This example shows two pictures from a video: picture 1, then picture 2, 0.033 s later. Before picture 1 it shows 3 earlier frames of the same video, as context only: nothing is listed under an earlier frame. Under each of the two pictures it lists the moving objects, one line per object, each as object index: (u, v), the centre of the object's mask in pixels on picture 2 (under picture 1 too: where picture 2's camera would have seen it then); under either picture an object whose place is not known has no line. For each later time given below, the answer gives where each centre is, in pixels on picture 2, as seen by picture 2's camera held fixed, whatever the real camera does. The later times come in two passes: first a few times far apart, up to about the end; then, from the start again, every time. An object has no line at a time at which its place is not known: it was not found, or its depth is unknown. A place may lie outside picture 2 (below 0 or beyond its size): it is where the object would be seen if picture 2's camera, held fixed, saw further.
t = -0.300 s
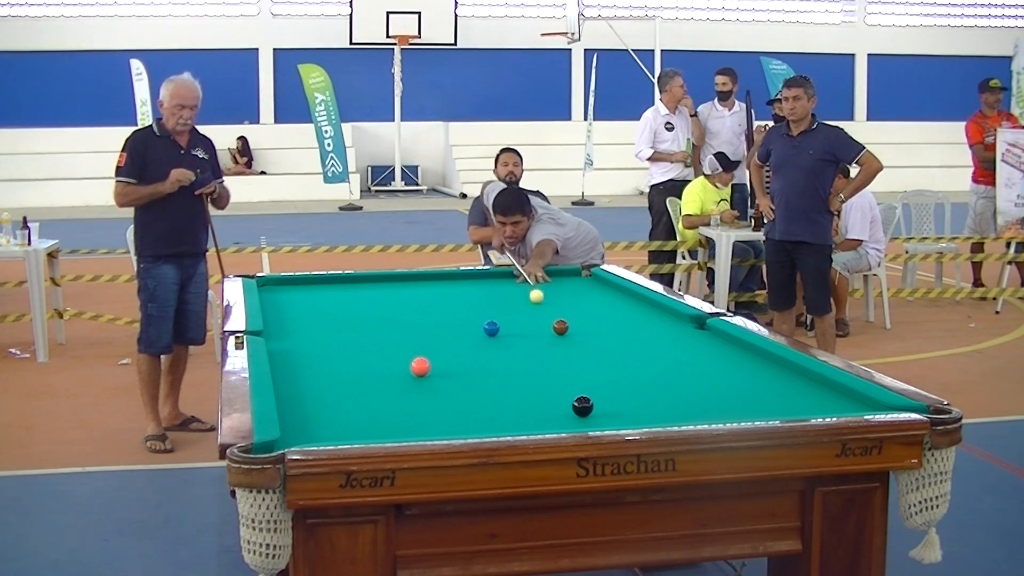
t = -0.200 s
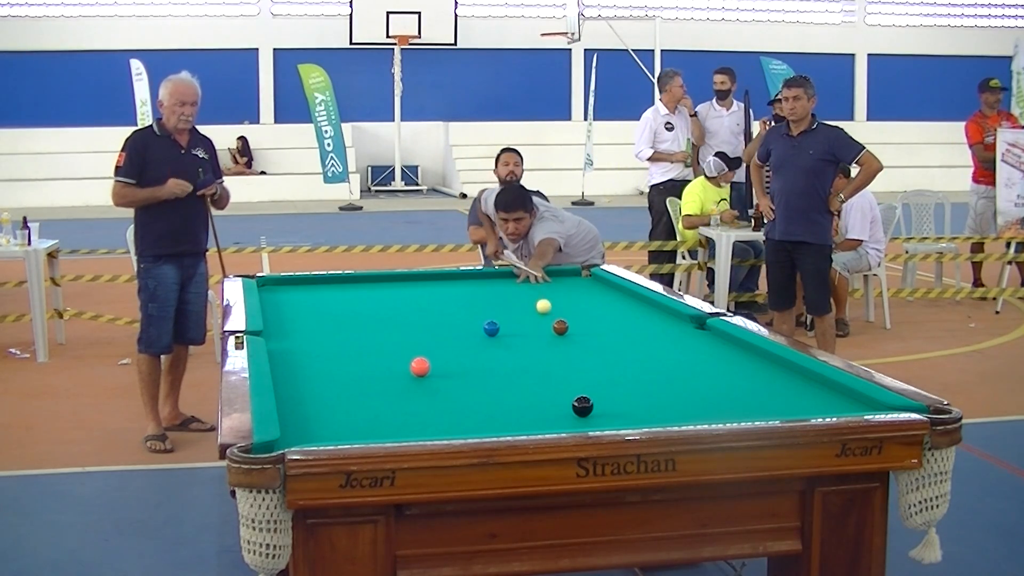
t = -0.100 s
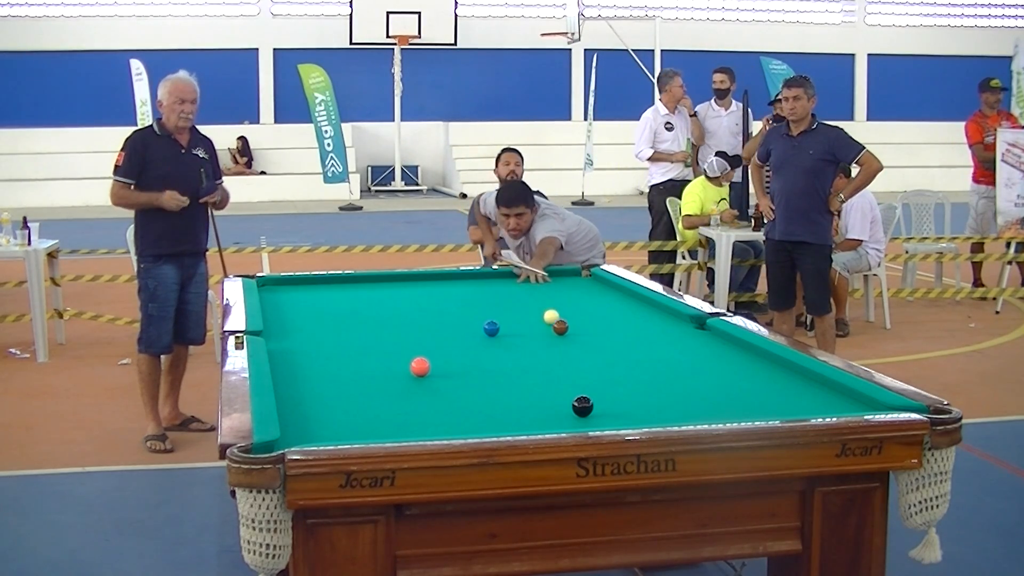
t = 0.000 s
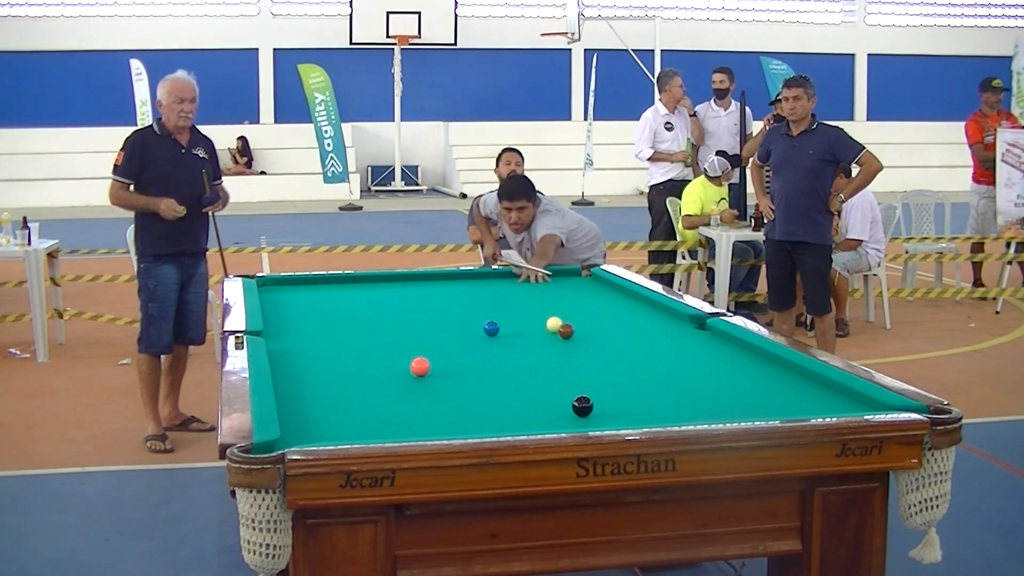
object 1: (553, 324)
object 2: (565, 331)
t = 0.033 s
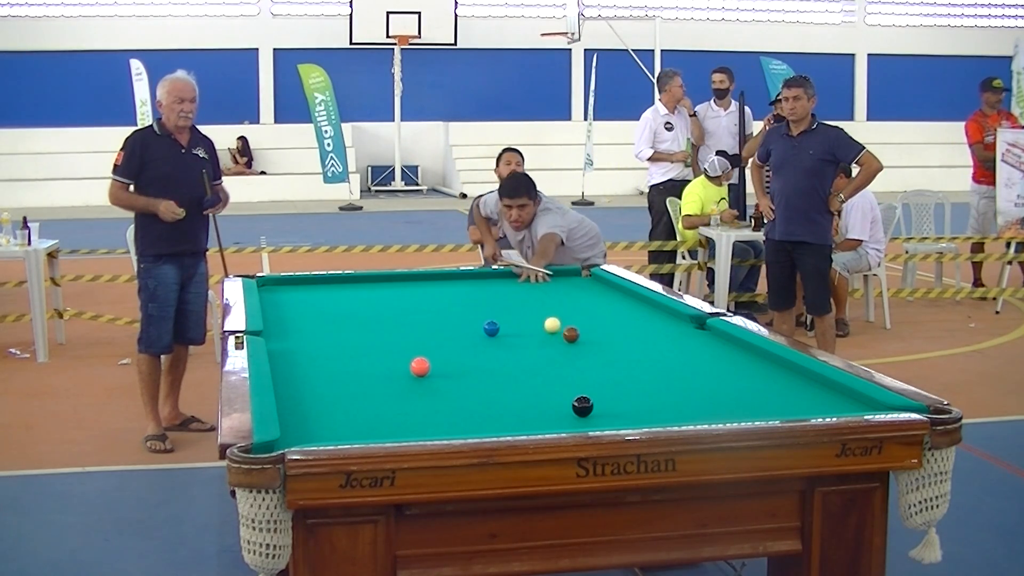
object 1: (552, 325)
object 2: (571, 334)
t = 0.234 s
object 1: (544, 330)
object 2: (601, 356)
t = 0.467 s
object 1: (536, 339)
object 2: (635, 381)
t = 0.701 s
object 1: (527, 347)
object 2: (676, 409)
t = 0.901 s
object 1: (519, 354)
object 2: (679, 413)
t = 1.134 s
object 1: (510, 363)
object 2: (650, 396)
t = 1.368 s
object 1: (501, 372)
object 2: (625, 381)
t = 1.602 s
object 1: (492, 381)
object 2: (604, 368)
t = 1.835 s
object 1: (483, 390)
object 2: (585, 357)
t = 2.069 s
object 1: (474, 399)
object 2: (569, 347)
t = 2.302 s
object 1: (465, 408)
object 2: (555, 338)
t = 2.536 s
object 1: (456, 417)
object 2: (542, 330)
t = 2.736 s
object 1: (449, 424)
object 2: (532, 324)
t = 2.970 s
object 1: (441, 430)
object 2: (522, 318)
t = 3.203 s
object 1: (432, 432)
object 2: (513, 312)
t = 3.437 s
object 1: (422, 431)
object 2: (505, 307)
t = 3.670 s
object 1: (414, 429)
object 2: (498, 302)
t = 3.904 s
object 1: (407, 427)
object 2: (491, 298)
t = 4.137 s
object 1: (402, 426)
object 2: (485, 294)
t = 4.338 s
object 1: (398, 426)
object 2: (481, 291)
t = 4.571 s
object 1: (396, 425)
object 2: (476, 288)
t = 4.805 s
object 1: (396, 425)
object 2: (471, 285)
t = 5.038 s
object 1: (396, 425)
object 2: (466, 283)
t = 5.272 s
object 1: (396, 425)
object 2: (462, 281)
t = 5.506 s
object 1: (396, 425)
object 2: (459, 279)
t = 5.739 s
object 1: (396, 425)
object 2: (456, 277)
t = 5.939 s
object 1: (396, 425)
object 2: (453, 276)
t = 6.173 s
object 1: (396, 425)
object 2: (451, 275)
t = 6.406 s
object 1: (396, 425)
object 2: (452, 275)
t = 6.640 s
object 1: (396, 425)
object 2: (454, 276)
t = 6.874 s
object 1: (396, 425)
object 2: (454, 276)
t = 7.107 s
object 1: (396, 425)
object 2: (454, 276)
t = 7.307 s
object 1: (396, 425)
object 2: (455, 276)
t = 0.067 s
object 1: (550, 326)
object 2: (576, 338)
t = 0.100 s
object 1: (549, 326)
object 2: (581, 342)
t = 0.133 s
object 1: (547, 327)
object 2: (586, 345)
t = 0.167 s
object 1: (546, 328)
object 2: (591, 349)
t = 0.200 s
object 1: (545, 329)
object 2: (596, 353)
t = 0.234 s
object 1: (544, 330)
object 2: (601, 356)
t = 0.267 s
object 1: (542, 332)
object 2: (606, 359)
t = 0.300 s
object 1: (541, 333)
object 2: (610, 363)
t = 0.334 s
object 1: (540, 334)
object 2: (615, 366)
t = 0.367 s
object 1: (539, 335)
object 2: (620, 370)
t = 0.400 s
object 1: (538, 336)
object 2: (625, 373)
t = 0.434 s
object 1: (537, 337)
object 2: (630, 377)
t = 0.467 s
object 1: (536, 339)
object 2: (635, 381)
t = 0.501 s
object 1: (534, 340)
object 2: (640, 384)
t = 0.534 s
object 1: (533, 341)
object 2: (646, 388)
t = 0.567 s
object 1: (532, 342)
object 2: (652, 392)
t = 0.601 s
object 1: (531, 344)
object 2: (657, 396)
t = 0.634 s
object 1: (529, 345)
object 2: (663, 401)
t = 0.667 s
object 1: (528, 346)
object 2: (669, 405)
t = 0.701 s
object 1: (527, 347)
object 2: (676, 409)
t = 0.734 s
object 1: (526, 348)
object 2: (682, 413)
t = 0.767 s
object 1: (524, 349)
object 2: (688, 416)
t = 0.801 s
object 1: (523, 351)
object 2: (695, 418)
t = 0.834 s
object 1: (522, 352)
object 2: (691, 417)
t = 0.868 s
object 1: (521, 353)
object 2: (685, 415)
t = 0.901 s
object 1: (519, 354)
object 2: (679, 413)
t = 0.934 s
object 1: (518, 356)
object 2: (675, 411)
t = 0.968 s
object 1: (517, 357)
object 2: (670, 408)
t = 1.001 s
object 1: (516, 358)
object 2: (666, 406)
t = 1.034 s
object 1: (514, 359)
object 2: (662, 403)
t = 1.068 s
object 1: (513, 361)
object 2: (658, 401)
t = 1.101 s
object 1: (512, 362)
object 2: (654, 398)
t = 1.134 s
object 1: (510, 363)
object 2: (650, 396)
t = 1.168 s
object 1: (509, 364)
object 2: (646, 394)
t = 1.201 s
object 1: (508, 365)
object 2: (642, 391)
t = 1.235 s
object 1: (506, 367)
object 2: (639, 389)
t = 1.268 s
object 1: (505, 368)
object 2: (635, 387)
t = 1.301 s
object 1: (504, 369)
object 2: (632, 385)
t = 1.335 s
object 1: (502, 371)
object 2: (628, 383)
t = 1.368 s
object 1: (501, 372)
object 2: (625, 381)
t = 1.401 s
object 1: (500, 373)
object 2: (622, 379)
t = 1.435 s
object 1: (498, 374)
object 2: (619, 377)
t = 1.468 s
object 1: (497, 376)
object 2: (616, 375)
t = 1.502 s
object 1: (496, 377)
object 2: (612, 373)
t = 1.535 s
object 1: (494, 378)
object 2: (610, 371)
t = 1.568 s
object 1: (493, 380)
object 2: (607, 370)
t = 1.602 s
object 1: (492, 381)
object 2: (604, 368)
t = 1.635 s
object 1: (490, 382)
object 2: (601, 366)
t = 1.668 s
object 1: (489, 383)
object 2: (598, 364)
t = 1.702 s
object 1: (488, 385)
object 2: (596, 363)
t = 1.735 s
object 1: (487, 386)
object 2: (593, 361)
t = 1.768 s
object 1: (485, 387)
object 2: (590, 360)
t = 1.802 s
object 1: (484, 389)
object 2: (588, 358)
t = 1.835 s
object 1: (483, 390)
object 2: (585, 357)
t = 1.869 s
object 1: (482, 391)
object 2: (583, 355)
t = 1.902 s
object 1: (480, 392)
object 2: (580, 354)
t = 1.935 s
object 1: (479, 394)
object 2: (578, 352)
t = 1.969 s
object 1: (478, 395)
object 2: (576, 351)
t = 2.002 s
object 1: (476, 396)
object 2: (573, 349)
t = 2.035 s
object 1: (475, 398)
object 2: (571, 348)
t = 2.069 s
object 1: (474, 399)
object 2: (569, 347)
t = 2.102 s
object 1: (472, 400)
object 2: (567, 345)
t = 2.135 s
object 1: (471, 402)
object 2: (565, 344)
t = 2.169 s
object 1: (470, 403)
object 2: (563, 343)
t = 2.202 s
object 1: (469, 404)
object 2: (561, 341)
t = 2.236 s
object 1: (468, 405)
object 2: (559, 340)
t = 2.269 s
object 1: (466, 407)
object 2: (557, 339)
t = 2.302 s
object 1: (465, 408)
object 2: (555, 338)
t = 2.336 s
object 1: (464, 409)
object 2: (553, 337)
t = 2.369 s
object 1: (463, 411)
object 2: (551, 336)
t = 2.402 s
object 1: (461, 412)
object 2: (549, 334)
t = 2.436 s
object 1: (460, 413)
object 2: (547, 333)
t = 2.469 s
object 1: (459, 414)
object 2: (545, 332)
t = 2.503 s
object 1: (458, 416)
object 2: (544, 331)
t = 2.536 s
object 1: (456, 417)
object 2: (542, 330)
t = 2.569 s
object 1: (455, 418)
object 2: (540, 329)
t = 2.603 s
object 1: (454, 420)
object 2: (538, 328)
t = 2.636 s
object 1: (453, 421)
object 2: (537, 327)
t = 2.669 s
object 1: (451, 422)
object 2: (535, 326)
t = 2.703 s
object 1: (450, 423)
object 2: (534, 325)
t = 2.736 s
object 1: (449, 424)
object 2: (532, 324)
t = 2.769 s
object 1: (448, 425)
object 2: (531, 323)
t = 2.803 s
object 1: (447, 426)
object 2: (529, 322)
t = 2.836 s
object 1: (445, 427)
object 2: (528, 321)
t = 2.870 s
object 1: (444, 427)
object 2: (526, 320)
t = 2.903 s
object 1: (443, 428)
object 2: (525, 319)
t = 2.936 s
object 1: (442, 429)
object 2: (524, 318)
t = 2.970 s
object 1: (441, 430)
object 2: (522, 318)
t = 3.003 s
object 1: (439, 430)
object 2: (521, 317)
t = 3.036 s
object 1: (438, 431)
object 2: (519, 316)
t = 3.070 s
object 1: (437, 432)
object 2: (518, 315)
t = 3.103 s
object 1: (436, 432)
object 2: (517, 314)
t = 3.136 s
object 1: (435, 433)
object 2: (516, 313)
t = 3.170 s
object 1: (433, 432)
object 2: (514, 313)
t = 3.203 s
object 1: (432, 432)
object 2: (513, 312)
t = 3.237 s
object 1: (430, 432)
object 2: (512, 311)
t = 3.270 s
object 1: (429, 432)
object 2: (511, 310)
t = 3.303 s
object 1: (428, 432)
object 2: (510, 310)
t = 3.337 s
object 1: (426, 432)
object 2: (509, 309)
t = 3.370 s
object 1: (425, 431)
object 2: (508, 308)
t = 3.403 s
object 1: (424, 431)
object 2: (506, 307)
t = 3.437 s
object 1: (422, 431)
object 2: (505, 307)
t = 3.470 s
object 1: (421, 431)
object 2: (504, 306)
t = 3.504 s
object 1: (420, 430)
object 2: (503, 305)
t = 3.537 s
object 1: (419, 430)
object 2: (502, 305)
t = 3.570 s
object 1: (417, 430)
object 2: (501, 304)
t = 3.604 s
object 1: (416, 429)
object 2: (500, 303)
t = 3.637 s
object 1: (415, 429)
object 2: (499, 303)
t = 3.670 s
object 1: (414, 429)
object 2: (498, 302)
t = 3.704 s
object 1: (413, 429)
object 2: (497, 301)
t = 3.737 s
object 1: (412, 429)
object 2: (496, 301)
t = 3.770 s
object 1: (411, 428)
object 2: (495, 300)
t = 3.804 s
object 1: (410, 428)
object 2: (494, 300)
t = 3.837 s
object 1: (409, 428)
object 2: (493, 299)
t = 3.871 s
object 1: (408, 427)
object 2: (492, 298)
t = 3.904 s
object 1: (407, 427)
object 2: (491, 298)
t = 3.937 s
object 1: (406, 427)
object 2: (490, 297)
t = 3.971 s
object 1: (406, 427)
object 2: (489, 297)
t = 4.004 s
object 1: (405, 427)
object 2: (489, 296)
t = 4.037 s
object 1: (404, 427)
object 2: (488, 296)
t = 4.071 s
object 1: (403, 426)
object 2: (487, 295)
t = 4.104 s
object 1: (403, 426)
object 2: (486, 295)
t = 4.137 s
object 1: (402, 426)
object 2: (485, 294)
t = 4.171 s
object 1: (401, 426)
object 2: (484, 294)
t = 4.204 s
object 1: (400, 426)
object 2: (484, 293)
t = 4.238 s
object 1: (400, 426)
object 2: (483, 293)
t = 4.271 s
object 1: (399, 426)
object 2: (482, 292)
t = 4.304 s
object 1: (399, 426)
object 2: (481, 292)
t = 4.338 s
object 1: (398, 426)
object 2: (481, 291)
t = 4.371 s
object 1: (398, 426)
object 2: (480, 291)
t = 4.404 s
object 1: (398, 425)
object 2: (479, 290)
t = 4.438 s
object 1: (397, 425)
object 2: (479, 290)
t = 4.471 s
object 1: (397, 425)
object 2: (478, 289)
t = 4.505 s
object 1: (397, 425)
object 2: (477, 289)
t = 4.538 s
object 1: (397, 425)
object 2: (476, 289)
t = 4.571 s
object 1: (396, 425)
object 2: (476, 288)
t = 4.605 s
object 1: (396, 425)
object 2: (475, 288)
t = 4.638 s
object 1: (396, 425)
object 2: (474, 287)
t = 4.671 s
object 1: (396, 425)
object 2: (474, 287)
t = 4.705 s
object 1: (396, 425)
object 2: (473, 286)
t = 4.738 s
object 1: (396, 425)
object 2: (472, 286)
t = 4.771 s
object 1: (396, 425)
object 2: (471, 286)
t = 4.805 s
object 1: (396, 425)
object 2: (471, 285)
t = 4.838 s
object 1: (396, 425)
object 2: (470, 285)
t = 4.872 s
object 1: (396, 425)
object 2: (469, 285)
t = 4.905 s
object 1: (396, 425)
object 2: (469, 284)
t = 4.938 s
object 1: (396, 425)
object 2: (468, 284)
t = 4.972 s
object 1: (396, 425)
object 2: (468, 284)
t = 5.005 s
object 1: (396, 425)
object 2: (467, 283)
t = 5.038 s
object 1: (396, 425)
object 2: (466, 283)
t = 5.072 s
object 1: (396, 425)
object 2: (466, 283)
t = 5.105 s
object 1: (396, 425)
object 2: (465, 282)
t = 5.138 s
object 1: (396, 425)
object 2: (464, 282)
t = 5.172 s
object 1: (396, 425)
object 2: (464, 282)
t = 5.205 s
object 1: (396, 425)
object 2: (463, 281)
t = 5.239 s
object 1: (396, 425)
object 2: (463, 281)
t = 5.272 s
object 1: (396, 425)
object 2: (462, 281)
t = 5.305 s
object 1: (396, 425)
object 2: (462, 280)
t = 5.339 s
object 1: (396, 425)
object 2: (462, 280)
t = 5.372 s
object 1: (396, 425)
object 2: (461, 280)
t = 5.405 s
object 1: (396, 425)
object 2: (460, 280)
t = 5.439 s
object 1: (396, 425)
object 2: (460, 279)
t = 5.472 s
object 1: (396, 425)
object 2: (459, 279)
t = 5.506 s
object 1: (396, 425)
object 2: (459, 279)
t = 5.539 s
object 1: (396, 425)
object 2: (459, 278)
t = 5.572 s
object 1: (396, 425)
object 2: (458, 278)
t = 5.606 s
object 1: (396, 425)
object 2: (457, 278)
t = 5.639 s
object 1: (396, 425)
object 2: (457, 278)
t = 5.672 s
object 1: (396, 425)
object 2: (456, 278)
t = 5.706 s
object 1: (396, 425)
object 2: (456, 277)
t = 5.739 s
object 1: (396, 425)
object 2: (456, 277)
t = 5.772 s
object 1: (396, 425)
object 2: (455, 277)
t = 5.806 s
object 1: (396, 425)
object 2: (455, 277)
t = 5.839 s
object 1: (396, 425)
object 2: (454, 277)
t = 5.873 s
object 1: (396, 425)
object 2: (454, 276)
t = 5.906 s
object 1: (396, 425)
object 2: (454, 276)
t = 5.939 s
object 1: (396, 425)
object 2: (453, 276)
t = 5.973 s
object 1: (396, 425)
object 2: (453, 276)
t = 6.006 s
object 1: (396, 425)
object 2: (453, 276)
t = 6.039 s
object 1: (396, 425)
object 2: (452, 275)
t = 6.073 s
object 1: (396, 425)
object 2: (452, 275)
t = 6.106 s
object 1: (396, 425)
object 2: (452, 275)
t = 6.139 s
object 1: (396, 425)
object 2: (451, 275)
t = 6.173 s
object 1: (396, 425)
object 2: (451, 275)
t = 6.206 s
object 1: (396, 425)
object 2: (451, 275)
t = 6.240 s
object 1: (396, 425)
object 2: (452, 275)
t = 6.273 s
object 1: (396, 425)
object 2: (452, 275)
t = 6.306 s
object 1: (396, 425)
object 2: (452, 275)
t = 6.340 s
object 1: (396, 425)
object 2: (452, 275)
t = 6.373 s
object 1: (396, 425)
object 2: (452, 275)
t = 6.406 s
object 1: (396, 425)
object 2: (452, 275)
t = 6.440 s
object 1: (396, 425)
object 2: (452, 275)
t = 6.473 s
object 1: (396, 425)
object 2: (453, 275)
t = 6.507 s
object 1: (396, 425)
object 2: (453, 276)
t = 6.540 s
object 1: (396, 425)
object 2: (453, 276)
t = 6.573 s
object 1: (396, 425)
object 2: (453, 276)
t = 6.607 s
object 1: (396, 425)
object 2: (453, 276)
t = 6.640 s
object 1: (396, 425)
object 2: (454, 276)
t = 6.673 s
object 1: (396, 425)
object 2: (454, 276)
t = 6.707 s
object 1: (396, 425)
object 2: (454, 276)
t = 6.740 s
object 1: (396, 425)
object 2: (454, 276)
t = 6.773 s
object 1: (396, 425)
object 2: (454, 276)
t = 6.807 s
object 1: (396, 425)
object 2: (454, 276)
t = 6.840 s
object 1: (396, 425)
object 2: (454, 276)
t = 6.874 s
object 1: (396, 425)
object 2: (454, 276)
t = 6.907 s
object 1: (396, 425)
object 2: (454, 276)
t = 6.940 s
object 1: (396, 425)
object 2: (454, 276)
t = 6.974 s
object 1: (396, 425)
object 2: (454, 276)
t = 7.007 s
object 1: (396, 425)
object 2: (454, 276)
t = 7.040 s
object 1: (396, 425)
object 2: (454, 277)
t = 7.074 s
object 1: (396, 425)
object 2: (454, 276)
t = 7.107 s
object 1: (396, 425)
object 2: (454, 276)
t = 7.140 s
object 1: (396, 425)
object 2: (455, 276)
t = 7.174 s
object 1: (396, 425)
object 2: (455, 276)
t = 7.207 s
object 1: (396, 425)
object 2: (455, 276)
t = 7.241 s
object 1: (396, 425)
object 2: (455, 276)
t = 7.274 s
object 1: (396, 425)
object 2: (455, 276)
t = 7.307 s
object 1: (396, 425)
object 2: (455, 276)
